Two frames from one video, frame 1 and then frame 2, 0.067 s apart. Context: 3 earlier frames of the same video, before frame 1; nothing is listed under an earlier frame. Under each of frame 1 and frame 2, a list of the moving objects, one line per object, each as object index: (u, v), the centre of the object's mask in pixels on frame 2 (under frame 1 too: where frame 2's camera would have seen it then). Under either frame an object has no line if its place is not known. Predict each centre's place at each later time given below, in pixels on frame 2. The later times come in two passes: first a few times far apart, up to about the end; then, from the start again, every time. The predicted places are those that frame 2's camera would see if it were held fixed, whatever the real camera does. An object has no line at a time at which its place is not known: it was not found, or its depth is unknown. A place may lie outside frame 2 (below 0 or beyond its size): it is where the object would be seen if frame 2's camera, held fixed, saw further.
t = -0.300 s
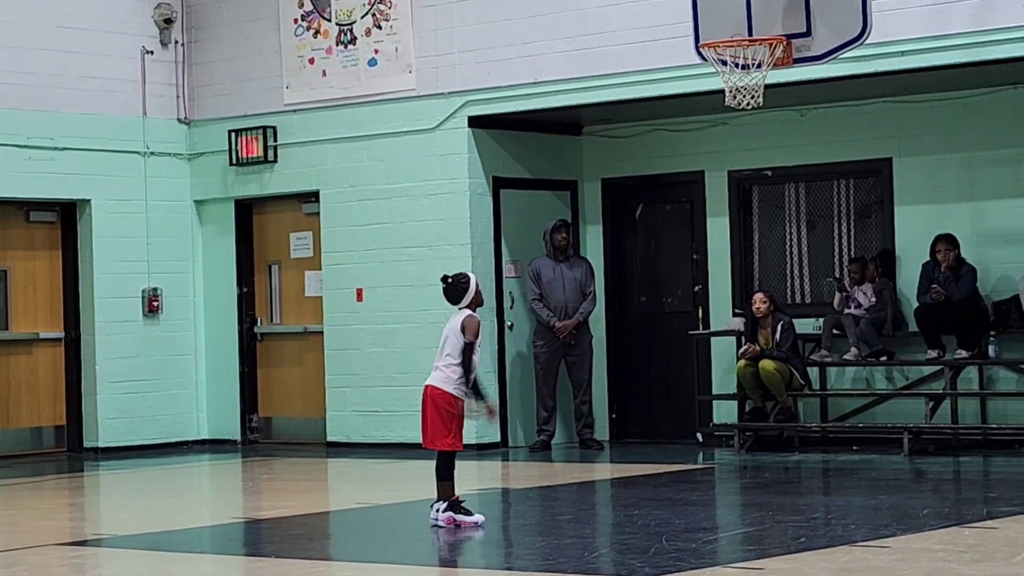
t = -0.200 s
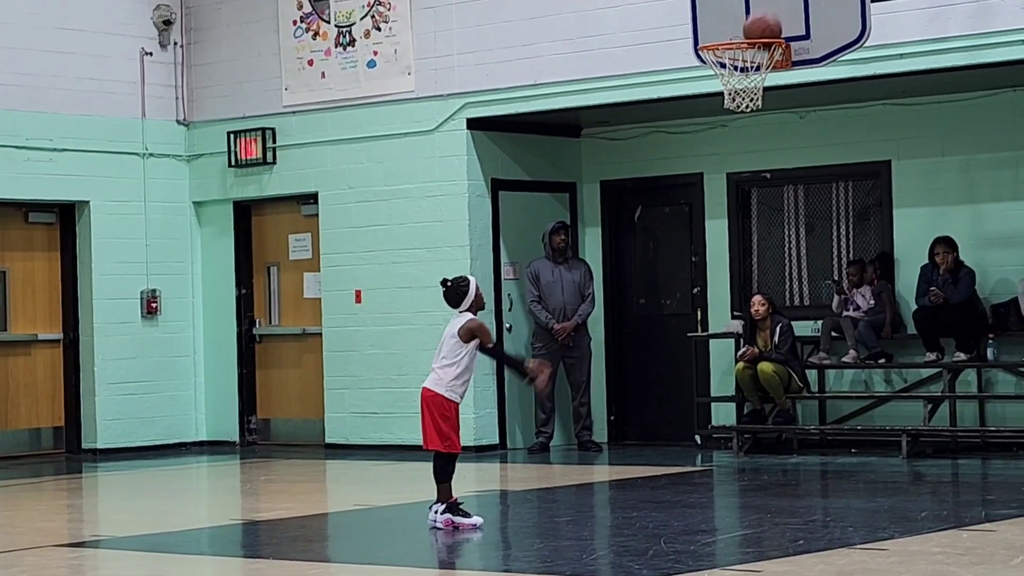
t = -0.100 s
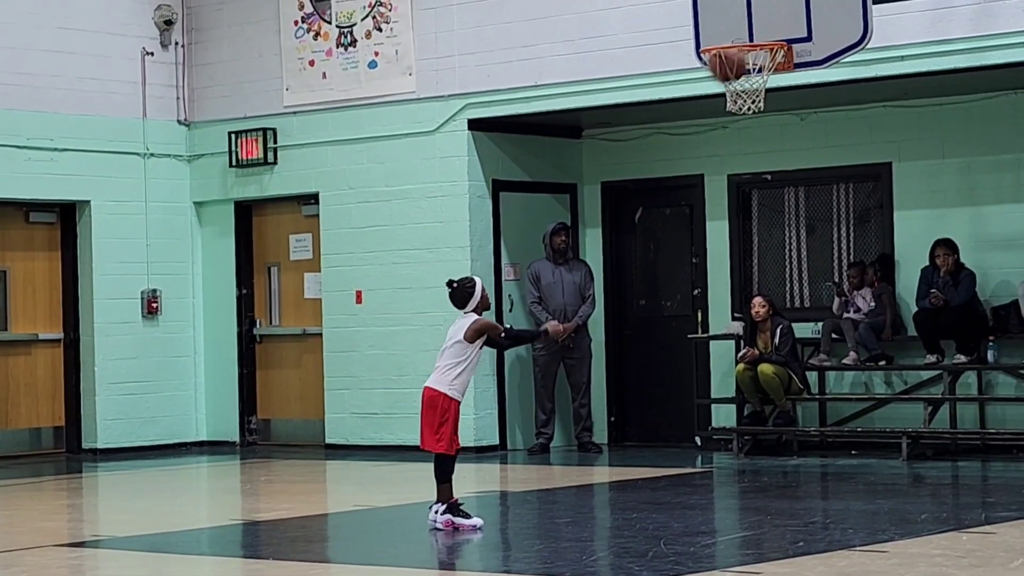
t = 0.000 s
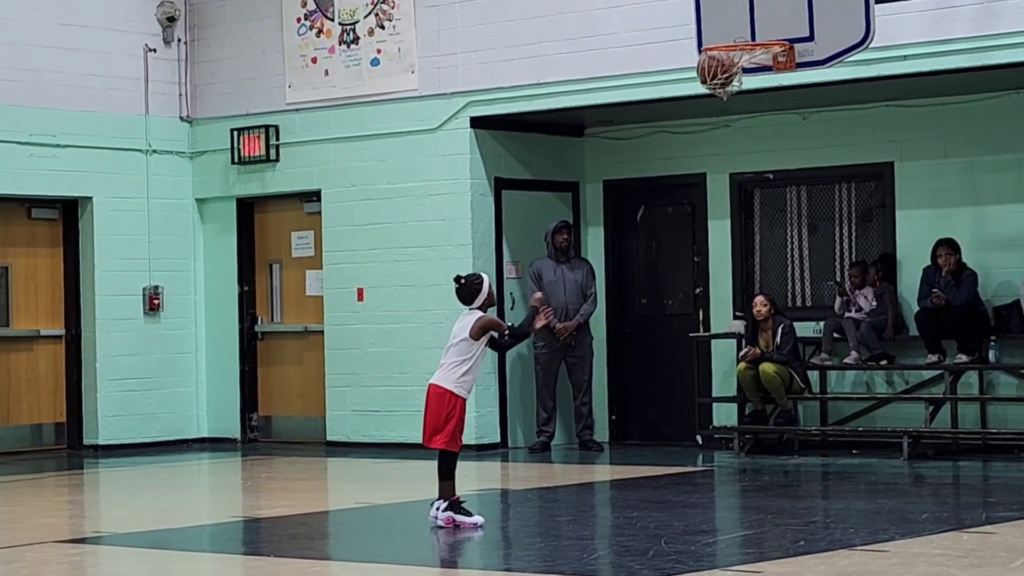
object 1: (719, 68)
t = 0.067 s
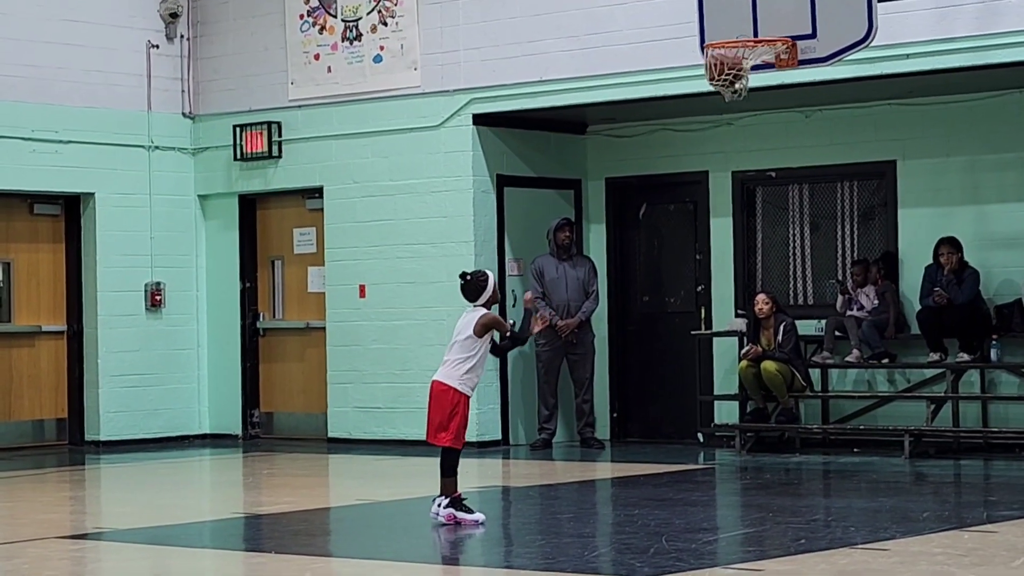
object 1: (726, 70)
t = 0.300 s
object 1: (752, 91)
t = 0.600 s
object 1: (753, 179)
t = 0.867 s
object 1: (754, 381)
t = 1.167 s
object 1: (749, 339)
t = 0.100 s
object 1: (727, 65)
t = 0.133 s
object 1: (733, 68)
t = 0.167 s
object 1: (741, 74)
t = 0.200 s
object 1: (740, 79)
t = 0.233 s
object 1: (745, 83)
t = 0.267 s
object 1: (750, 88)
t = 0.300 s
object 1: (752, 91)
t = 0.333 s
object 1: (755, 112)
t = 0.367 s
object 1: (755, 113)
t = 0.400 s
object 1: (755, 114)
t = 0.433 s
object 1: (755, 119)
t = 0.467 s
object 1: (754, 125)
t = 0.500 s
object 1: (754, 135)
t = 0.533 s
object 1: (754, 147)
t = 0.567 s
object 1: (753, 162)
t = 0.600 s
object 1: (753, 179)
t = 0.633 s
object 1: (753, 196)
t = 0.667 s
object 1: (752, 217)
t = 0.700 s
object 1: (752, 239)
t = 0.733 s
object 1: (753, 264)
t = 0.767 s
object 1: (753, 290)
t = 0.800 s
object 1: (752, 318)
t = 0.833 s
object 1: (754, 348)
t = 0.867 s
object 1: (754, 381)
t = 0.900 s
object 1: (754, 413)
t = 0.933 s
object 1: (755, 449)
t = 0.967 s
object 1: (755, 480)
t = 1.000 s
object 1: (753, 449)
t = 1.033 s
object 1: (753, 425)
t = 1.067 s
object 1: (752, 402)
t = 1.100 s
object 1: (751, 379)
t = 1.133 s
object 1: (749, 359)
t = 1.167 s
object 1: (749, 339)
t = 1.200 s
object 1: (747, 322)
